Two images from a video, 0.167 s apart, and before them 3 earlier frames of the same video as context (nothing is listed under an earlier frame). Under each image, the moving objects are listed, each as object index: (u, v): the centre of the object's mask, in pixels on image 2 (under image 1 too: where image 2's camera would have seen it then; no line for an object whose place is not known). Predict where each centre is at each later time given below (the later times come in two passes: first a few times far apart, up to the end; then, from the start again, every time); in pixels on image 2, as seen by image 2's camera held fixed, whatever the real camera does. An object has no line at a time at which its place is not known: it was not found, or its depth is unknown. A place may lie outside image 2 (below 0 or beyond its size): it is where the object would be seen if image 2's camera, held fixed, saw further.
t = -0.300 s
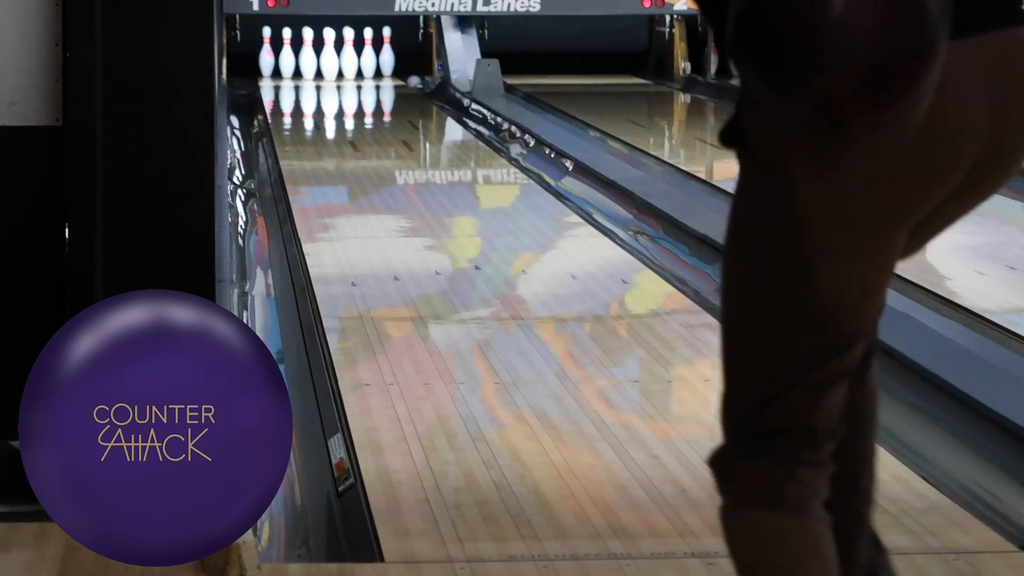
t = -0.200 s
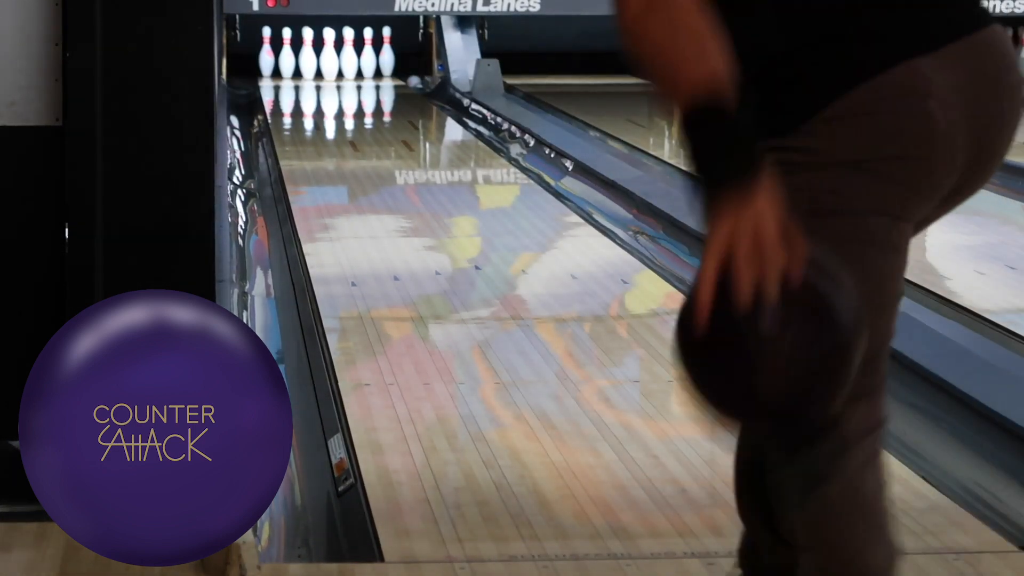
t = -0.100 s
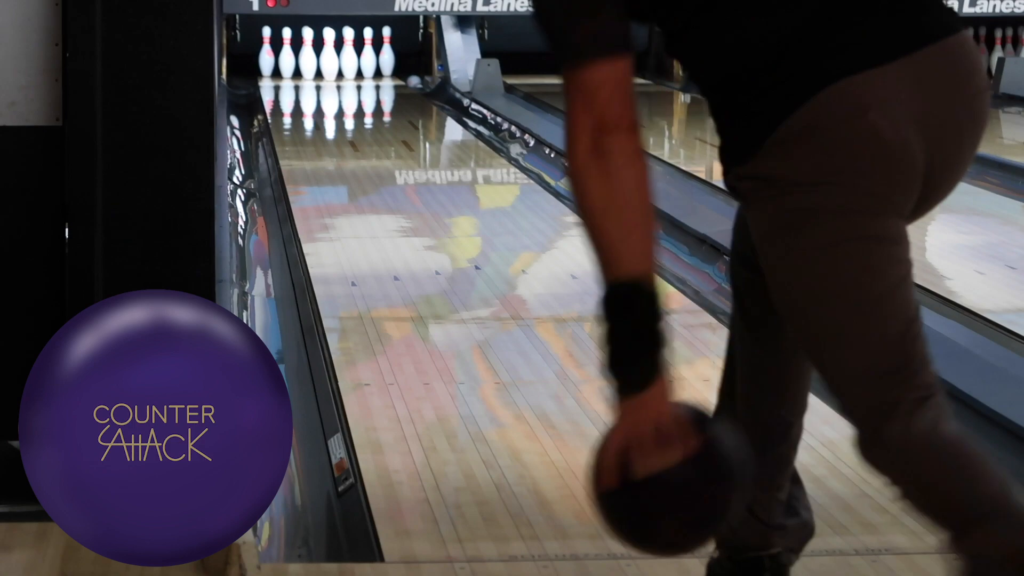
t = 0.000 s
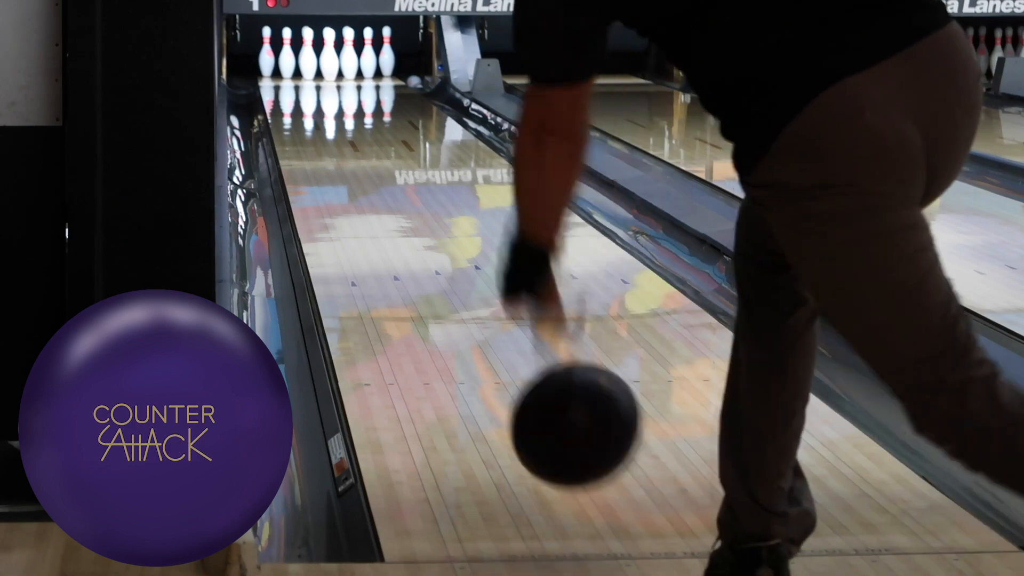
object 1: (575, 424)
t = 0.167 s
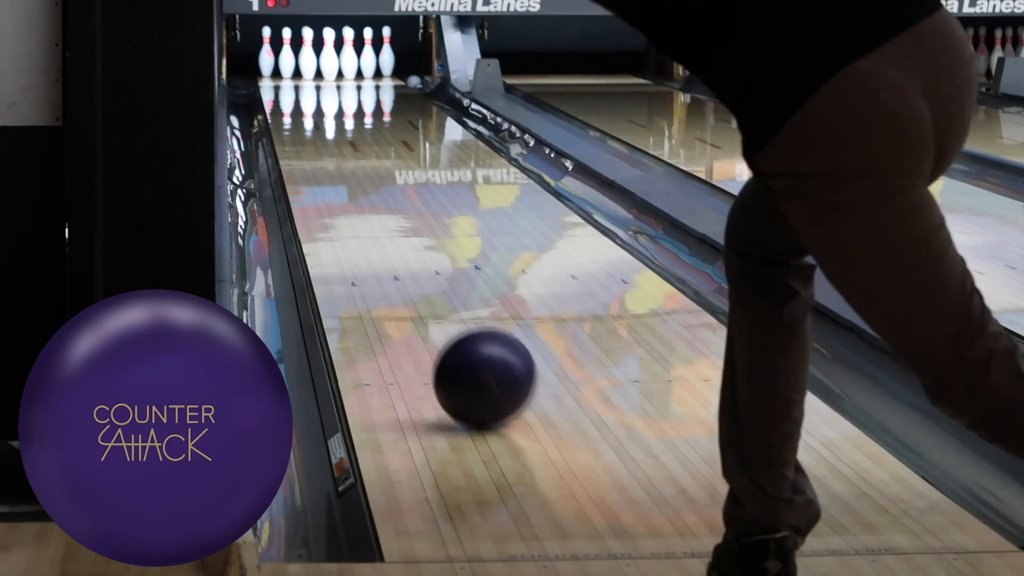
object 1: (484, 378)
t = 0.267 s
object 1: (447, 329)
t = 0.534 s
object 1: (380, 240)
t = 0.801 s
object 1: (339, 186)
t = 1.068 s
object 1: (315, 148)
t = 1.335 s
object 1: (301, 122)
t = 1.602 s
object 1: (294, 101)
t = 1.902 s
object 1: (295, 84)
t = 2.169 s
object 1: (305, 73)
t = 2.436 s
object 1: (305, 64)
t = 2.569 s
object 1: (307, 61)
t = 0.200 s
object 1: (471, 359)
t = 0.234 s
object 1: (458, 344)
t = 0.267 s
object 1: (447, 329)
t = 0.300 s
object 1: (436, 315)
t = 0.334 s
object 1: (426, 302)
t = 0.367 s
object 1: (417, 290)
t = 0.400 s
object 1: (408, 278)
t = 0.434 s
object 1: (400, 268)
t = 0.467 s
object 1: (393, 258)
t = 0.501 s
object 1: (386, 249)
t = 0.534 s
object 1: (380, 240)
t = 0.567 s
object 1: (373, 232)
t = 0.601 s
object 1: (367, 224)
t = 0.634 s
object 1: (362, 217)
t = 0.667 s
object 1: (357, 210)
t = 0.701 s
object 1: (352, 204)
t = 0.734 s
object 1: (347, 197)
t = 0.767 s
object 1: (343, 192)
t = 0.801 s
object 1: (339, 186)
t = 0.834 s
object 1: (336, 180)
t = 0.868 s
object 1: (332, 175)
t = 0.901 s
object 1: (329, 170)
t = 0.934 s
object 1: (326, 165)
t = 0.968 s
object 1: (323, 161)
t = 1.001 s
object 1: (320, 157)
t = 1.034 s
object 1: (318, 152)
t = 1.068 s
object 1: (315, 148)
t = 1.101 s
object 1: (313, 145)
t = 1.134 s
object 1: (311, 141)
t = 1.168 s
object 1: (309, 137)
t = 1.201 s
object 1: (308, 134)
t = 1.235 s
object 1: (306, 131)
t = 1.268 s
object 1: (304, 128)
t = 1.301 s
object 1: (303, 125)
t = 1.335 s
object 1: (301, 122)
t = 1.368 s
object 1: (300, 119)
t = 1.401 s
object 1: (299, 116)
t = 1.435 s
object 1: (298, 113)
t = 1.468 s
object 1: (297, 111)
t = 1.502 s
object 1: (296, 108)
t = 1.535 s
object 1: (295, 106)
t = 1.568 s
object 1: (295, 103)
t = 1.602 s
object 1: (294, 101)
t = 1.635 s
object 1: (294, 99)
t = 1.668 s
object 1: (293, 97)
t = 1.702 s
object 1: (293, 95)
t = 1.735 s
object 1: (293, 93)
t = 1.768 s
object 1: (293, 91)
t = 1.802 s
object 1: (294, 89)
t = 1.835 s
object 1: (294, 87)
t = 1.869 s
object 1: (294, 86)
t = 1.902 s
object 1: (295, 84)
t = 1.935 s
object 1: (296, 83)
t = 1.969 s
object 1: (297, 81)
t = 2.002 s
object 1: (298, 79)
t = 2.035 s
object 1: (300, 78)
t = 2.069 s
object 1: (301, 77)
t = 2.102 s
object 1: (302, 75)
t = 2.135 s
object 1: (304, 74)
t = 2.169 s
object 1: (305, 73)
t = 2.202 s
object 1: (307, 71)
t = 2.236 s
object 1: (309, 69)
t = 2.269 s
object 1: (310, 67)
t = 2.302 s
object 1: (311, 67)
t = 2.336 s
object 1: (309, 66)
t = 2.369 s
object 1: (307, 65)
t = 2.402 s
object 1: (305, 64)
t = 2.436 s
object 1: (305, 64)
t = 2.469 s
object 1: (305, 63)
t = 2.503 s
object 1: (306, 62)
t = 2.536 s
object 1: (306, 62)
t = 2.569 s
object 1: (307, 61)
